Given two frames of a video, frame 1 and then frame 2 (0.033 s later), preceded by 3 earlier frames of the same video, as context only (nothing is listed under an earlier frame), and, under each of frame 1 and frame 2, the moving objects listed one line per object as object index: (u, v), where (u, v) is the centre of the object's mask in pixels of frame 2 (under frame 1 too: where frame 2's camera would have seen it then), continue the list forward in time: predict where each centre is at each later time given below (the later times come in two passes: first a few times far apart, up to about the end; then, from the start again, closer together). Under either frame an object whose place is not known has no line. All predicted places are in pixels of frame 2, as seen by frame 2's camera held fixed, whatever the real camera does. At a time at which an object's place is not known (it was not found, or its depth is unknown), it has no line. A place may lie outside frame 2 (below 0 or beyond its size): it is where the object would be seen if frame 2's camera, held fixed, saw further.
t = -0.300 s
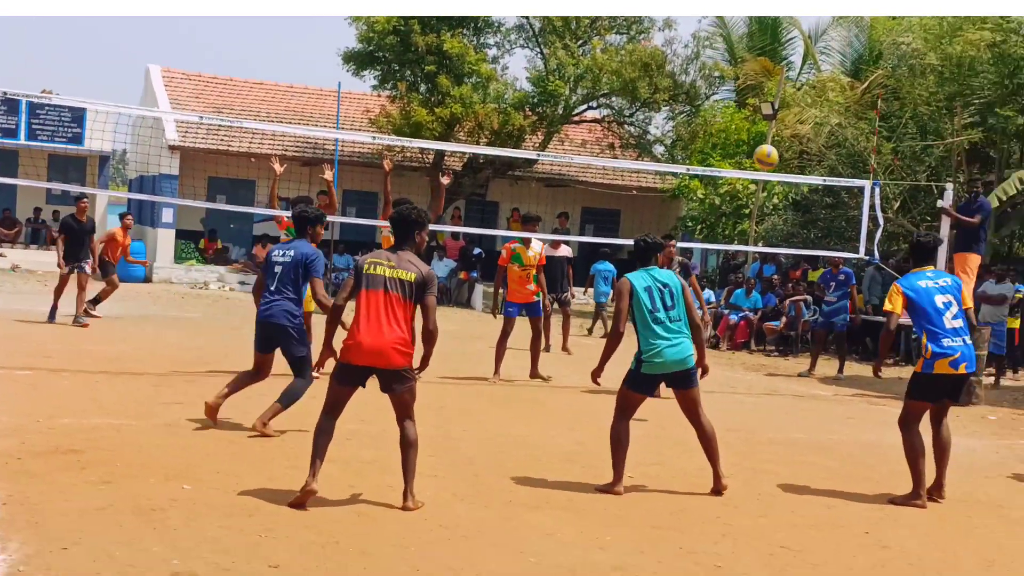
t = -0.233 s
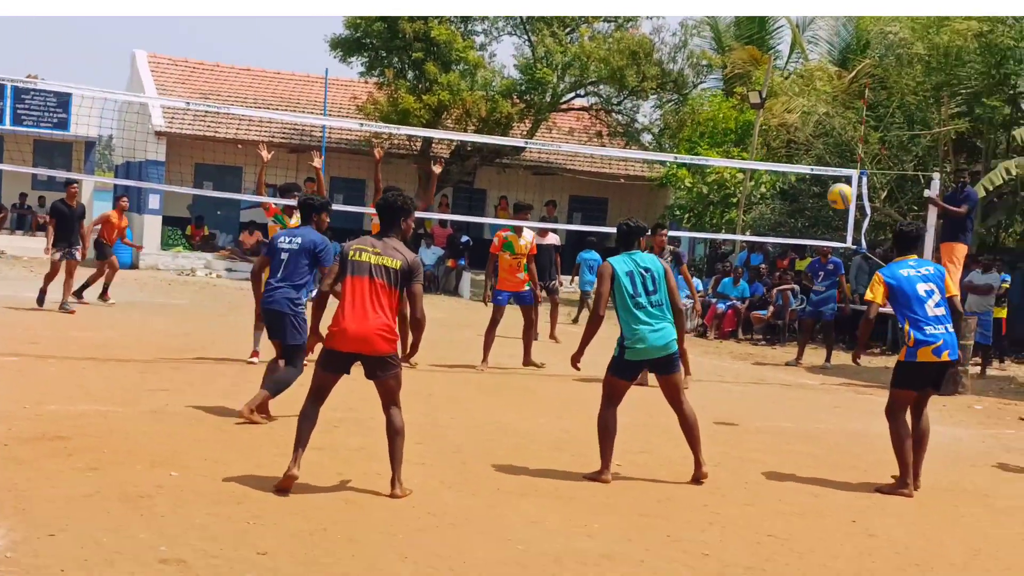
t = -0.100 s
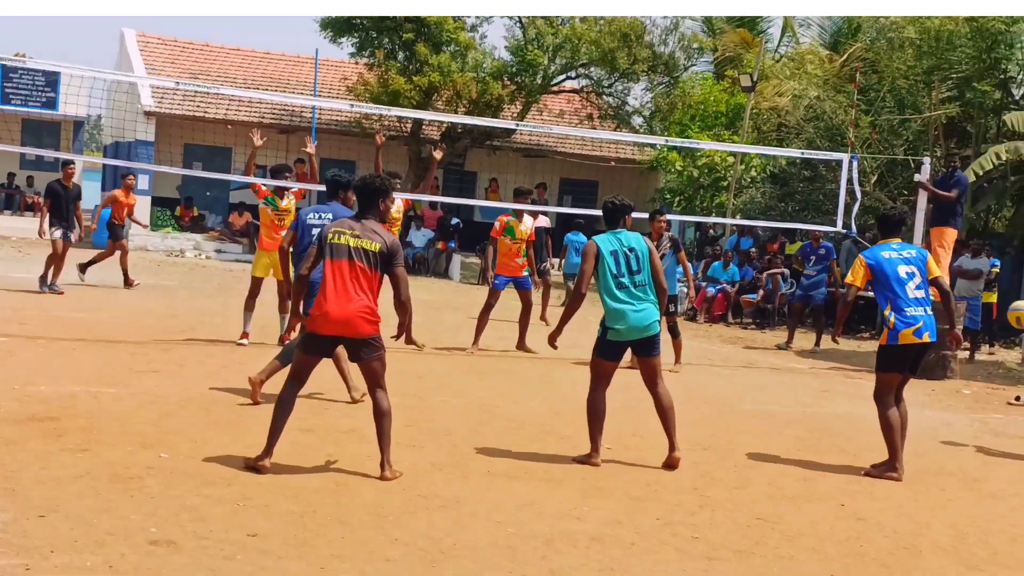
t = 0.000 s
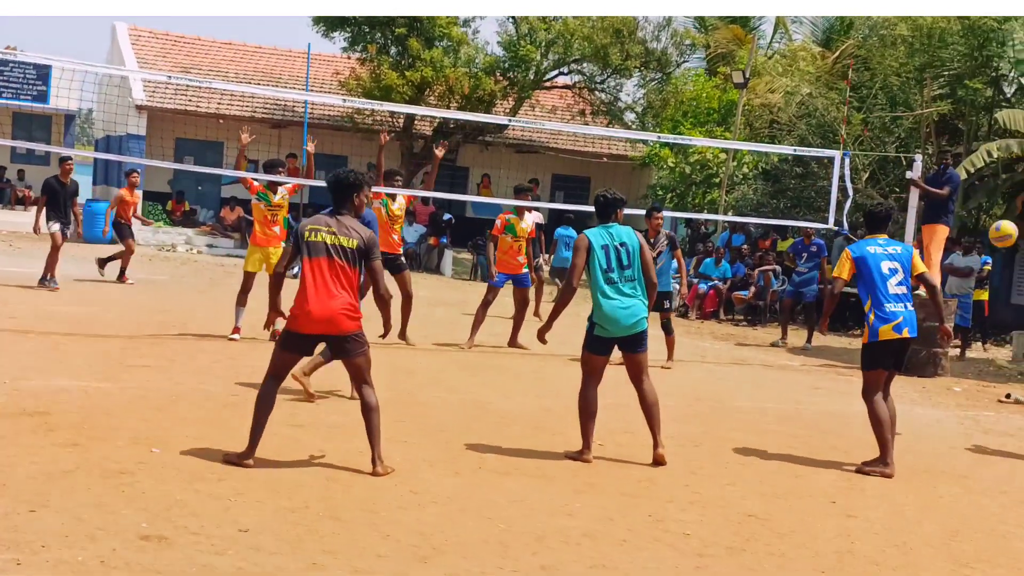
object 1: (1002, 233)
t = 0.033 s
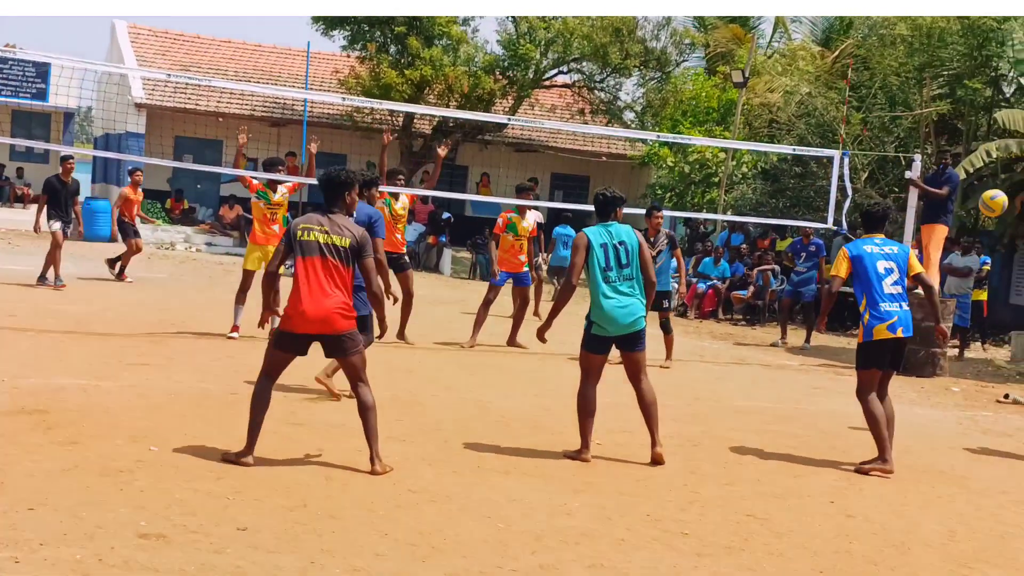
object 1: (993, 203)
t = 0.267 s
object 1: (930, 32)
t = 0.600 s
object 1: (844, -74)
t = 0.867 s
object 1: (781, -76)
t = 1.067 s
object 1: (729, -22)
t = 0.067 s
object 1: (984, 174)
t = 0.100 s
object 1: (973, 144)
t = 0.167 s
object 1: (954, 96)
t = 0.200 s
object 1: (946, 72)
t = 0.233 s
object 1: (938, 52)
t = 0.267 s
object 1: (930, 32)
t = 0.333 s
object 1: (911, -1)
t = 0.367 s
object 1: (901, -12)
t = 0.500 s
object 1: (868, -51)
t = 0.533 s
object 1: (860, -59)
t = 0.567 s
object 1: (852, -67)
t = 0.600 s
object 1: (844, -74)
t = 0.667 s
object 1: (829, -83)
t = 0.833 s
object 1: (788, -80)
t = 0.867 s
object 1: (781, -76)
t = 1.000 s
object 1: (746, -43)
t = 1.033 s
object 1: (737, -33)
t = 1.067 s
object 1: (729, -22)
